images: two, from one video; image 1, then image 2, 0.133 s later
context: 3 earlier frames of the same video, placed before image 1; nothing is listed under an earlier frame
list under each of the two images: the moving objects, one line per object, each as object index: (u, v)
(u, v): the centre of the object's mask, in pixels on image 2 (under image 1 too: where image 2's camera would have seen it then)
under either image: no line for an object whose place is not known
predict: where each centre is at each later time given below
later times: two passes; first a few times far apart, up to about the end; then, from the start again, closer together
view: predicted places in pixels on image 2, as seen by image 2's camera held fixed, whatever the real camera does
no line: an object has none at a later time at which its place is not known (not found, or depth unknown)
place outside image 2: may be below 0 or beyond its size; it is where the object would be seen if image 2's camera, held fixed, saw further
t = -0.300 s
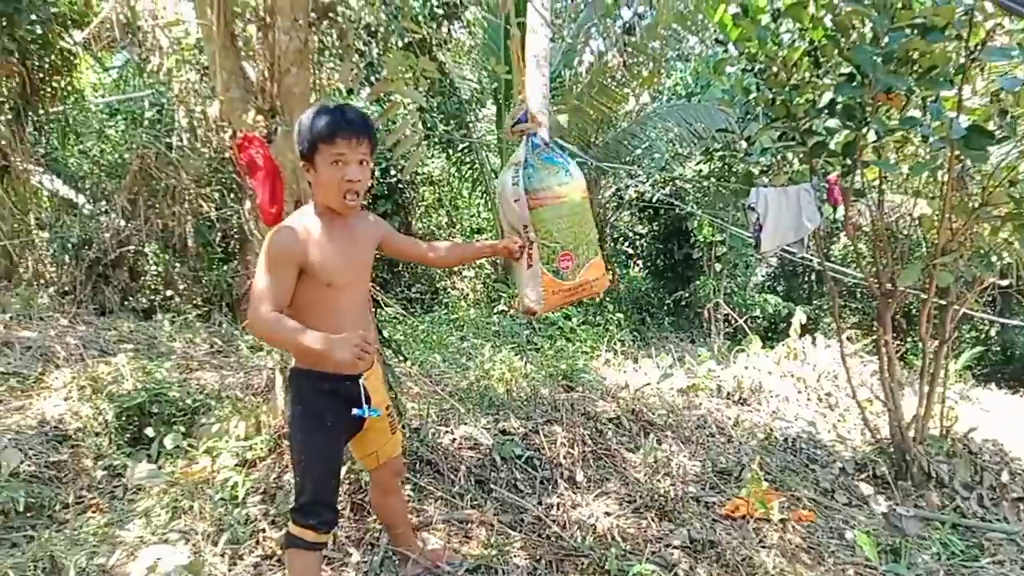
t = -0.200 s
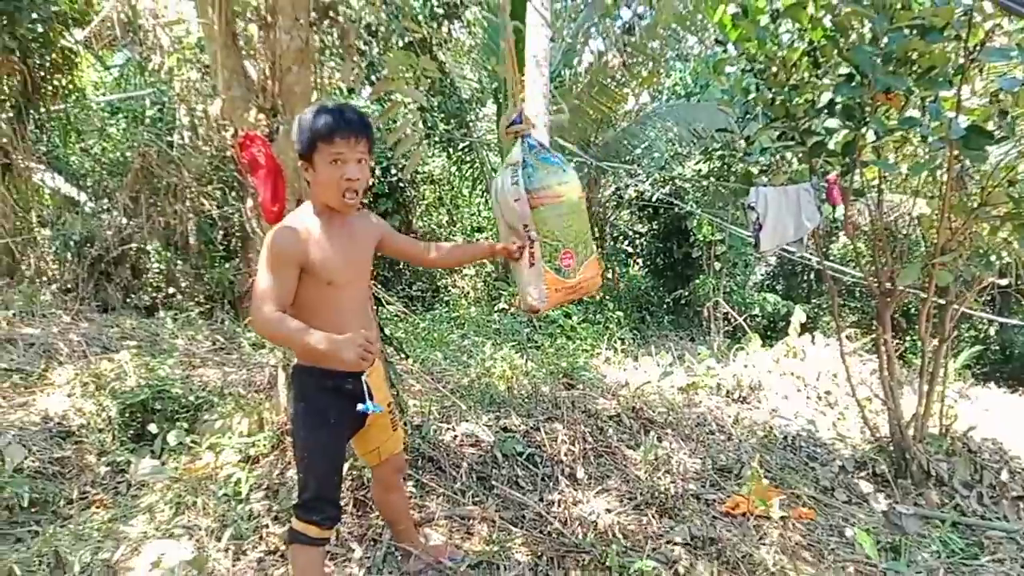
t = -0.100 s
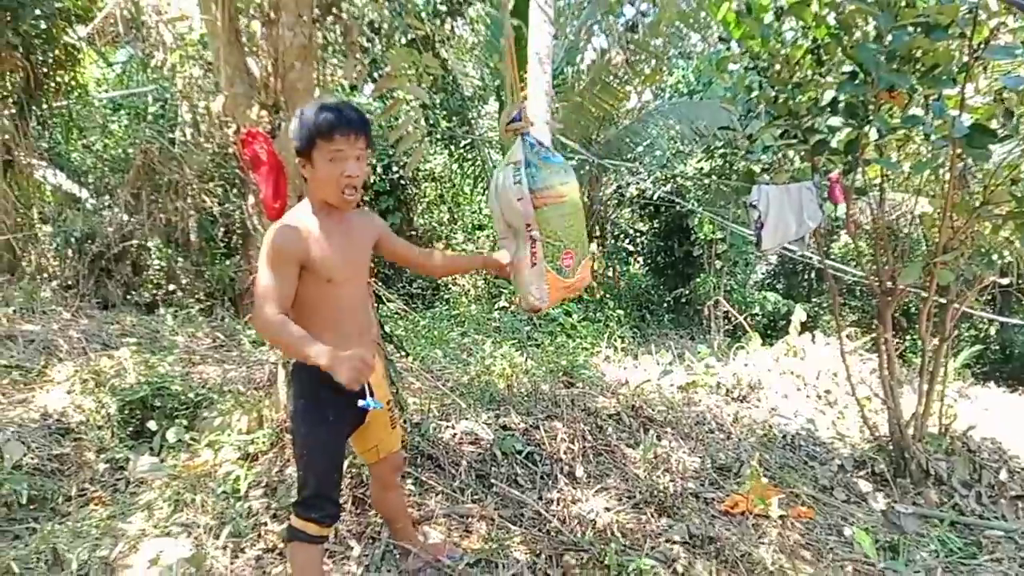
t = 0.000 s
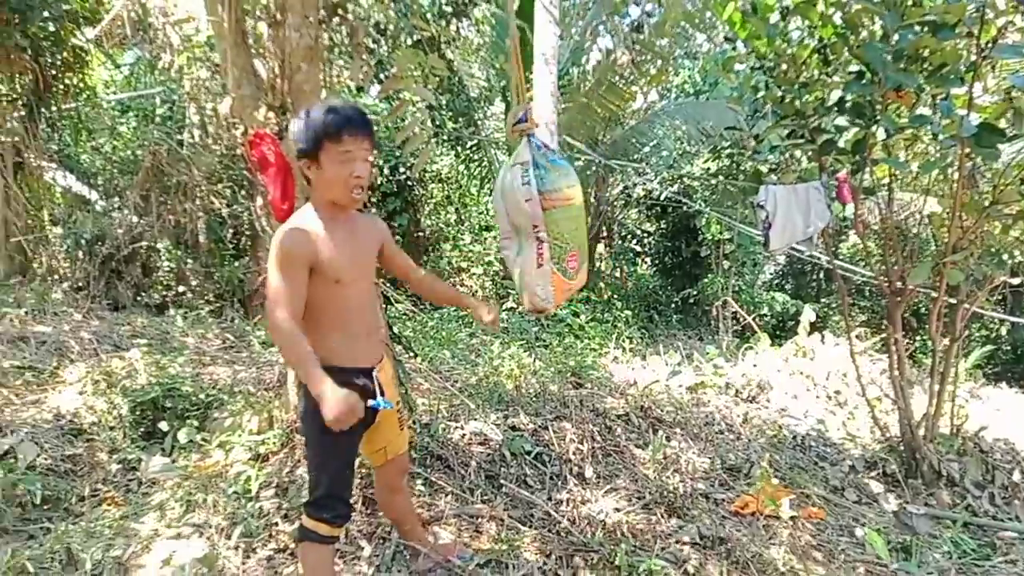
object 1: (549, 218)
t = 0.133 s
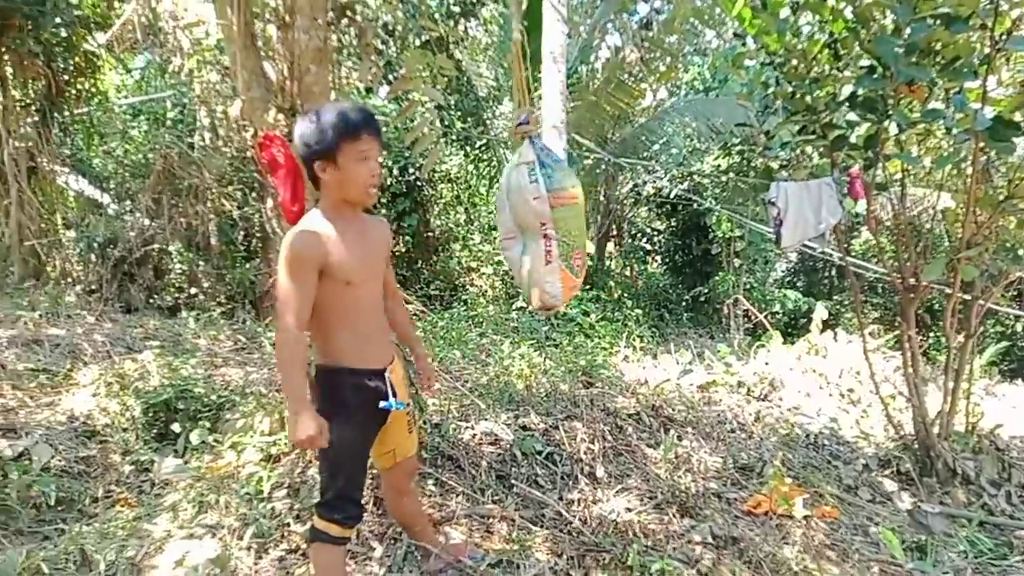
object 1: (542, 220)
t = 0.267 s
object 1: (529, 222)
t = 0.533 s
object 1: (517, 223)
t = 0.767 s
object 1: (505, 226)
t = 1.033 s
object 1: (507, 226)
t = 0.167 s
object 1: (539, 220)
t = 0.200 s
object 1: (536, 220)
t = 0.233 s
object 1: (532, 221)
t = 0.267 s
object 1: (529, 222)
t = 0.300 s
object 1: (529, 223)
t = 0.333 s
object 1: (527, 223)
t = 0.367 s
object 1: (525, 223)
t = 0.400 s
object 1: (522, 224)
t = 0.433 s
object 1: (519, 223)
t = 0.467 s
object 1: (518, 223)
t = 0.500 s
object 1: (518, 222)
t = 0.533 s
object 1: (517, 223)
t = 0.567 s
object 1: (515, 224)
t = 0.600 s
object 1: (515, 223)
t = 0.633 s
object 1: (514, 224)
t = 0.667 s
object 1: (513, 225)
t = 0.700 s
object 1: (509, 224)
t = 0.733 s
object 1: (506, 225)
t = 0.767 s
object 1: (505, 226)
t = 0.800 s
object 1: (508, 226)
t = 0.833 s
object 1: (512, 228)
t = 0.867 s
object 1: (512, 227)
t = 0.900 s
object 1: (509, 227)
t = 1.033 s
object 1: (507, 226)
